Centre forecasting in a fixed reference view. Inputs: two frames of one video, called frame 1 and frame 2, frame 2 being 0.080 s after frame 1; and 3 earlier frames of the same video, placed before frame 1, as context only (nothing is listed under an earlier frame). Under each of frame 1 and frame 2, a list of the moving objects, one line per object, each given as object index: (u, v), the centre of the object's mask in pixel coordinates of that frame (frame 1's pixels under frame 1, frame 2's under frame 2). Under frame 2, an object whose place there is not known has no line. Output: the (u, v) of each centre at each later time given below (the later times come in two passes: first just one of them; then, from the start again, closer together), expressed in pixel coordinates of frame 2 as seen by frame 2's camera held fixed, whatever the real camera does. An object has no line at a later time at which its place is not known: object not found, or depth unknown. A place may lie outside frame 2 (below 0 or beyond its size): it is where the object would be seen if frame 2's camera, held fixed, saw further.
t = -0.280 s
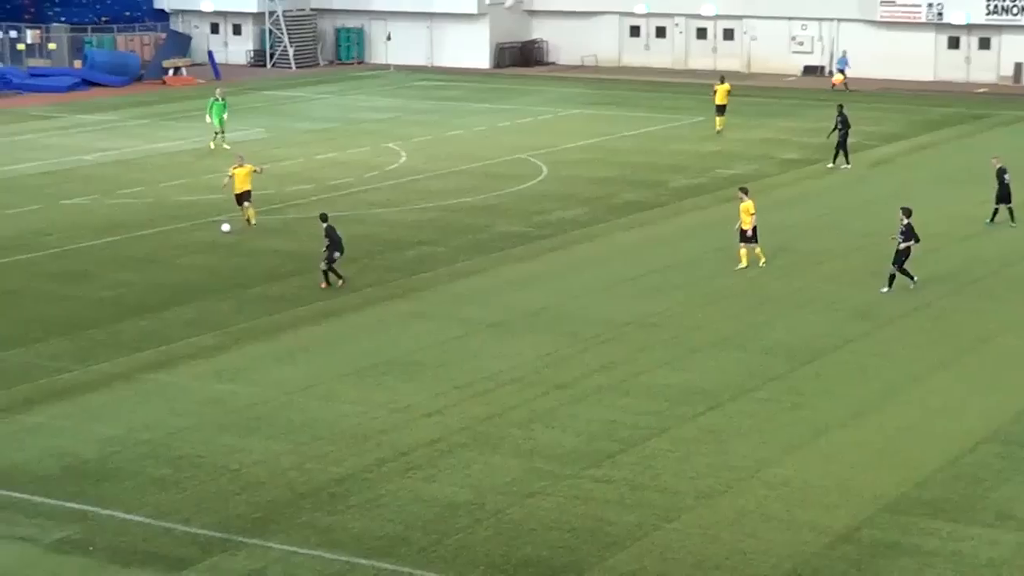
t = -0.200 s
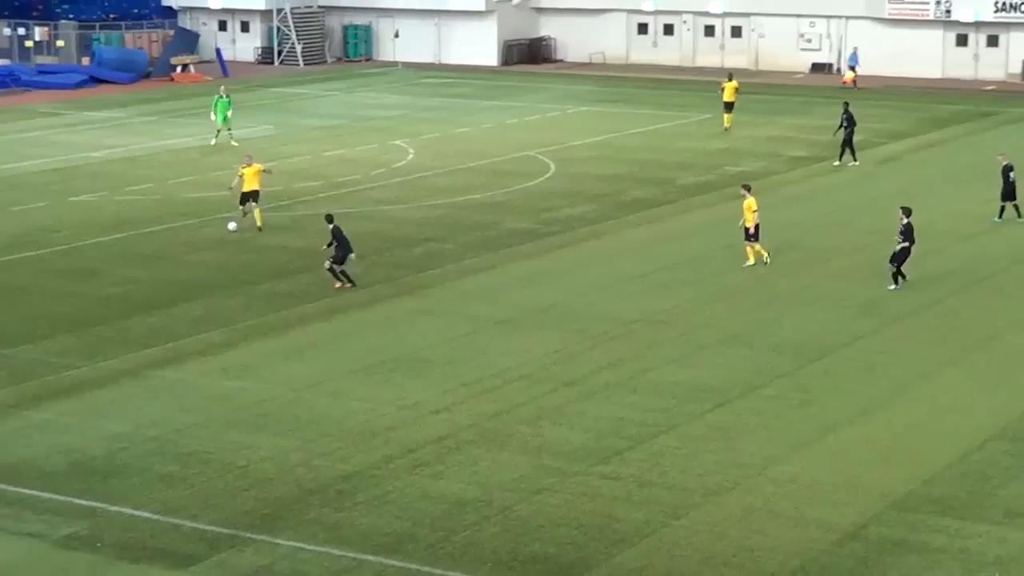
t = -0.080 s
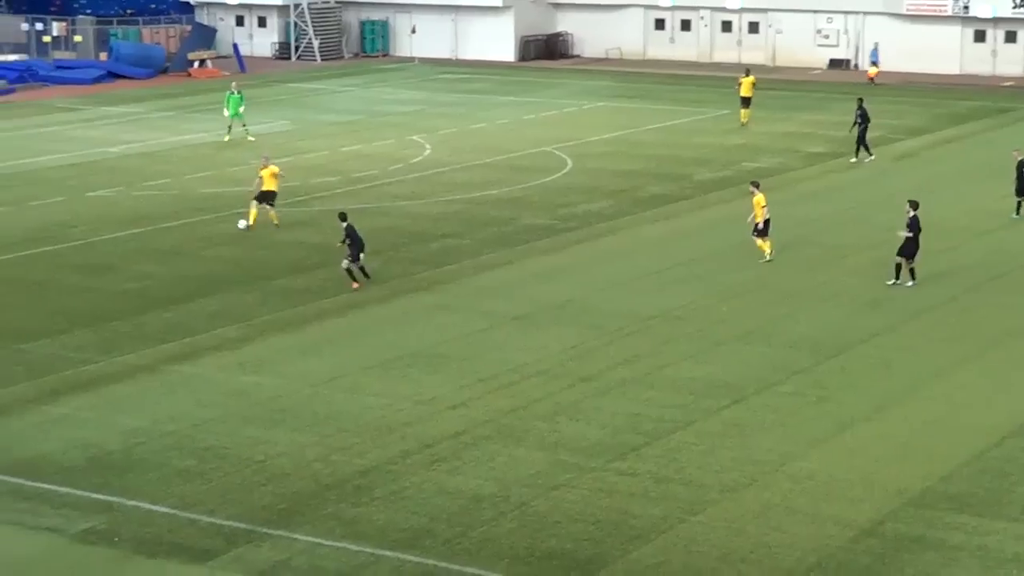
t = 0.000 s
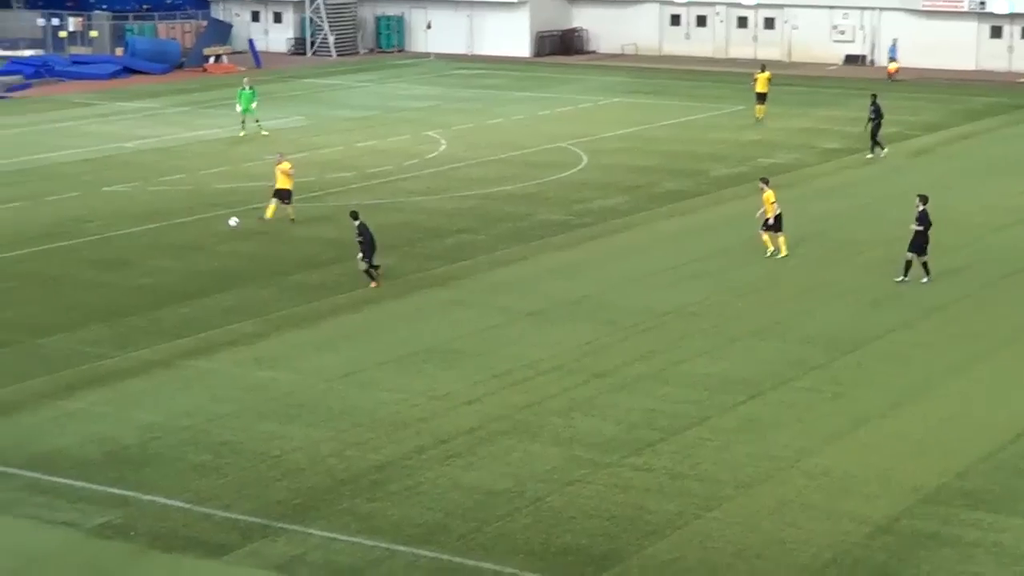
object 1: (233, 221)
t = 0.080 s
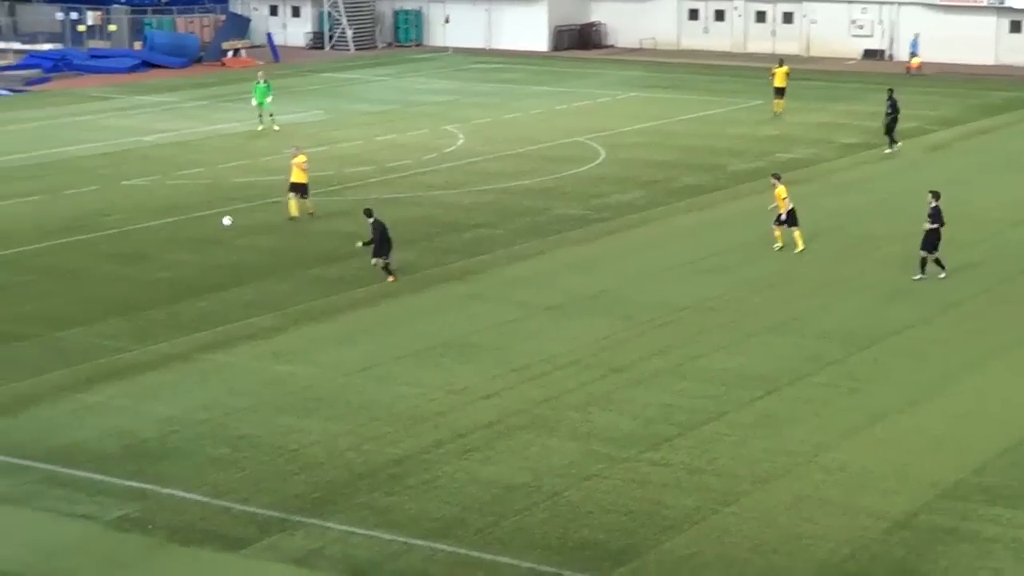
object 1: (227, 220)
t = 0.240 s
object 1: (183, 240)
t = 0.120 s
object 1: (216, 223)
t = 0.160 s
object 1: (205, 228)
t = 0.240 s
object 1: (183, 240)
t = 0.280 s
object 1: (170, 247)
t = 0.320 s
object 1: (158, 256)
